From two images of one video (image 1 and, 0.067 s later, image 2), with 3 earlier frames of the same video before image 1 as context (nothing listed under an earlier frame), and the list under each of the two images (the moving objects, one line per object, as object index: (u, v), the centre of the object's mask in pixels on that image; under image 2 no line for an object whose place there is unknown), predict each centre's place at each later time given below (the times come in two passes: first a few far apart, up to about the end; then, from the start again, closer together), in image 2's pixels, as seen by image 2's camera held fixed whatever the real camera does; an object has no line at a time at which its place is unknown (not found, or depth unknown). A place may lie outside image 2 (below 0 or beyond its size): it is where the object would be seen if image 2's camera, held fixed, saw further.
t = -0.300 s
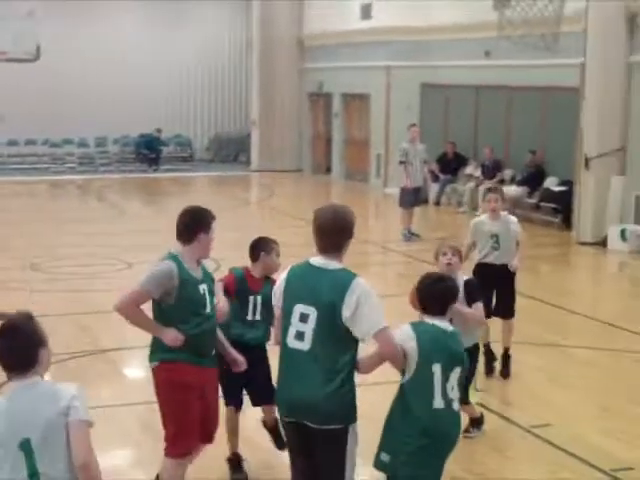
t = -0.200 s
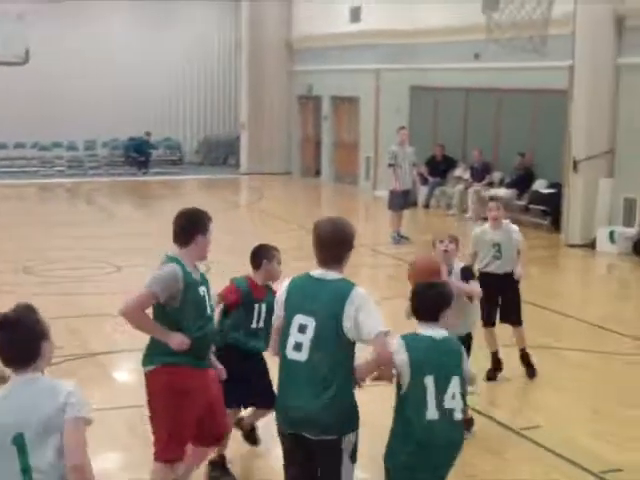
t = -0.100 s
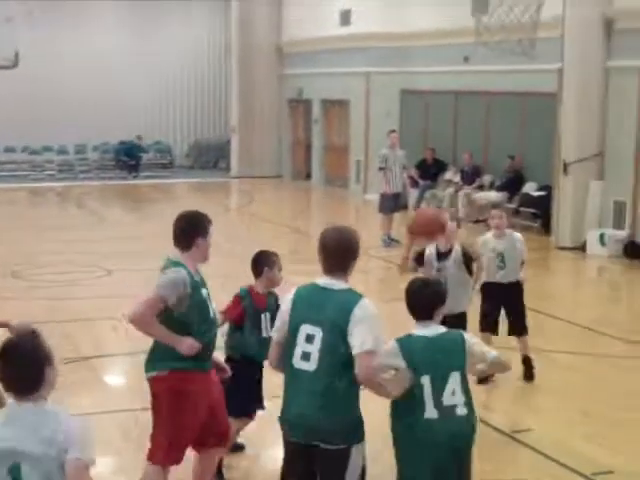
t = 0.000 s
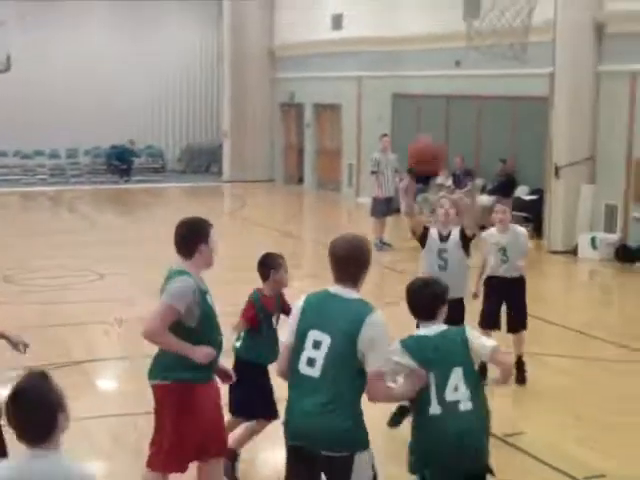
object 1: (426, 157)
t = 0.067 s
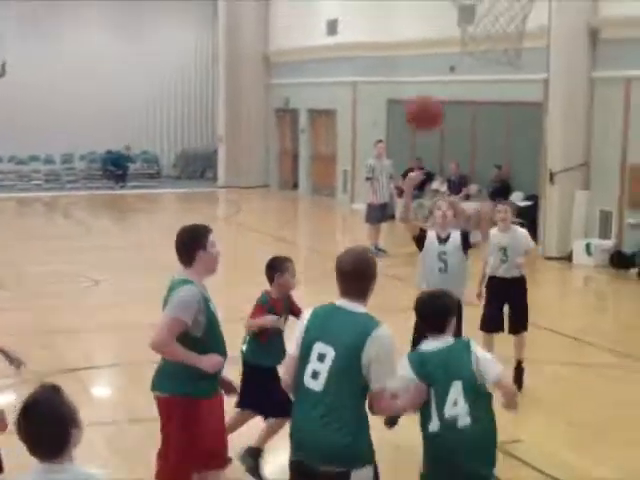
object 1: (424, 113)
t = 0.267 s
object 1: (434, -9)
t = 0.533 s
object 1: (450, -99)
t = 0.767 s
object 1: (453, -90)
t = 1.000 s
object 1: (439, -63)
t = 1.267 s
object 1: (462, -103)
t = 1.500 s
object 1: (516, -103)
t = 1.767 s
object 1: (516, -104)
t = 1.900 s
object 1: (515, -101)
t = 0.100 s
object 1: (425, 90)
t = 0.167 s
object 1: (428, 45)
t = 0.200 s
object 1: (430, 24)
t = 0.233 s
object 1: (432, 5)
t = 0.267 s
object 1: (434, -9)
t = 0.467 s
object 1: (444, -65)
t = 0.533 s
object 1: (450, -99)
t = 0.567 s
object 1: (450, -99)
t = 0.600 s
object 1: (450, -63)
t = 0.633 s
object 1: (452, -63)
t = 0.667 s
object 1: (453, -62)
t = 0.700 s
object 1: (453, -63)
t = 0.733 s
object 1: (452, -63)
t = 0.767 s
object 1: (453, -90)
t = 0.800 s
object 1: (451, -98)
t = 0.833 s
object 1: (450, -106)
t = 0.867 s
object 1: (449, -106)
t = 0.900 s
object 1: (446, -105)
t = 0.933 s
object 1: (443, -92)
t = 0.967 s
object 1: (441, -99)
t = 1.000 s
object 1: (439, -63)
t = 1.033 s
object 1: (441, -63)
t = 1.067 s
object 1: (443, -63)
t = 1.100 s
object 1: (445, -63)
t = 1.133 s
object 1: (452, -101)
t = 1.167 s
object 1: (454, -90)
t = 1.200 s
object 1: (457, -102)
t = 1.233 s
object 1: (459, -101)
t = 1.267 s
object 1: (462, -103)
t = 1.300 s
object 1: (471, -103)
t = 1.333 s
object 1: (479, -102)
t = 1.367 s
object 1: (483, -102)
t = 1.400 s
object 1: (495, -105)
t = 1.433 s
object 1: (498, -103)
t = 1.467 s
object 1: (504, -102)
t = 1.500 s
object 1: (516, -103)
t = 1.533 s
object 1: (519, -103)
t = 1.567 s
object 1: (521, -104)
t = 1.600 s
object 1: (520, -106)
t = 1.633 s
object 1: (519, -105)
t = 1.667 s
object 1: (517, -103)
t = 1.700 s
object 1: (517, -104)
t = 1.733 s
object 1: (517, -104)
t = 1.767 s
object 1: (516, -104)
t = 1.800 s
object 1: (516, -103)
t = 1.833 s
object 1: (516, -102)
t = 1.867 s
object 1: (516, -101)
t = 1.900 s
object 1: (515, -101)
